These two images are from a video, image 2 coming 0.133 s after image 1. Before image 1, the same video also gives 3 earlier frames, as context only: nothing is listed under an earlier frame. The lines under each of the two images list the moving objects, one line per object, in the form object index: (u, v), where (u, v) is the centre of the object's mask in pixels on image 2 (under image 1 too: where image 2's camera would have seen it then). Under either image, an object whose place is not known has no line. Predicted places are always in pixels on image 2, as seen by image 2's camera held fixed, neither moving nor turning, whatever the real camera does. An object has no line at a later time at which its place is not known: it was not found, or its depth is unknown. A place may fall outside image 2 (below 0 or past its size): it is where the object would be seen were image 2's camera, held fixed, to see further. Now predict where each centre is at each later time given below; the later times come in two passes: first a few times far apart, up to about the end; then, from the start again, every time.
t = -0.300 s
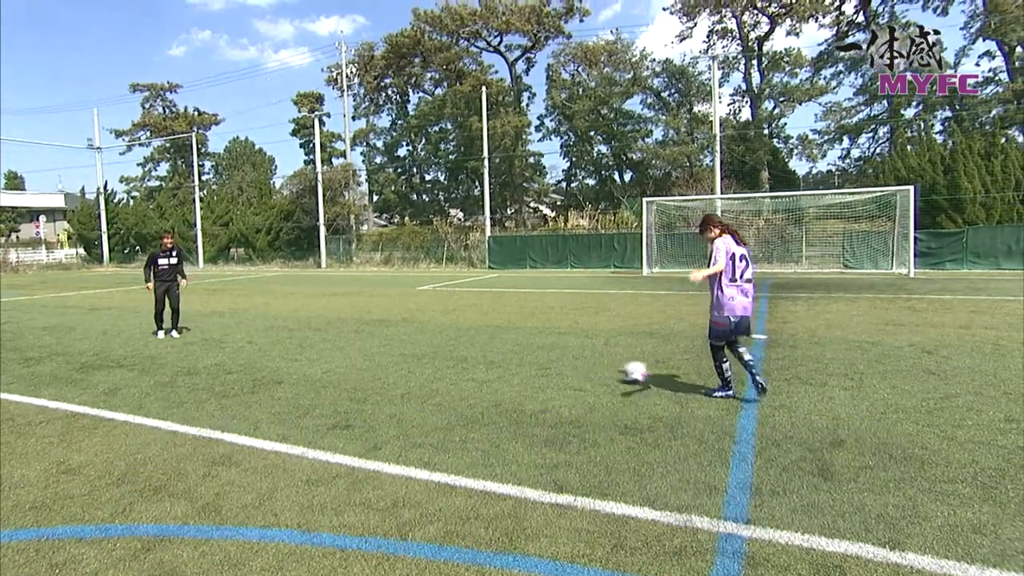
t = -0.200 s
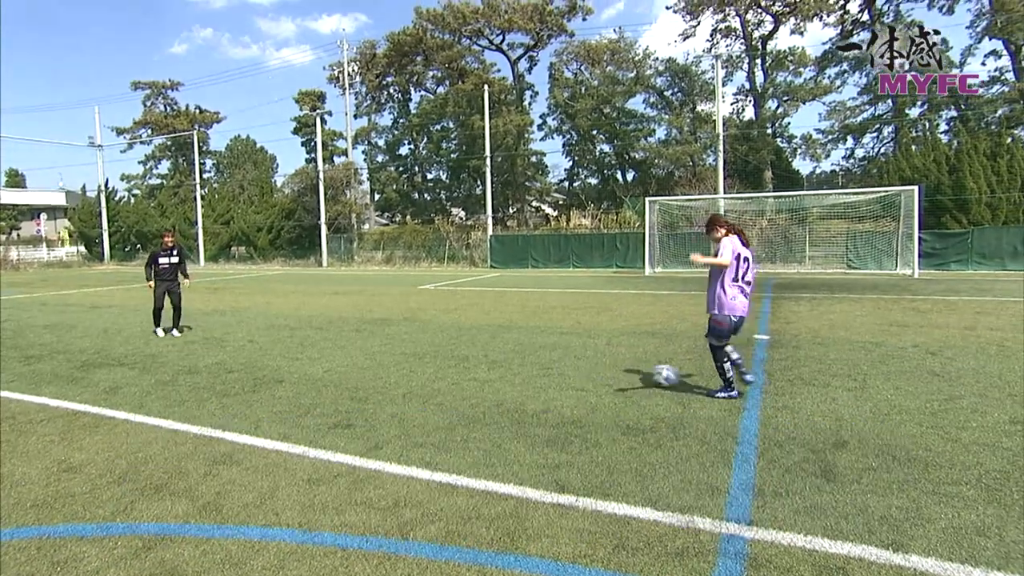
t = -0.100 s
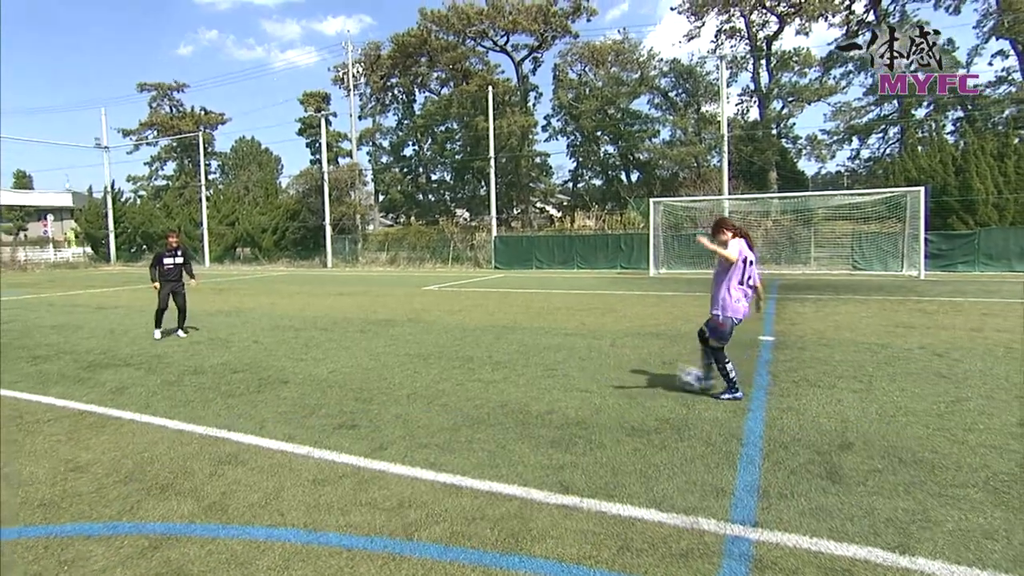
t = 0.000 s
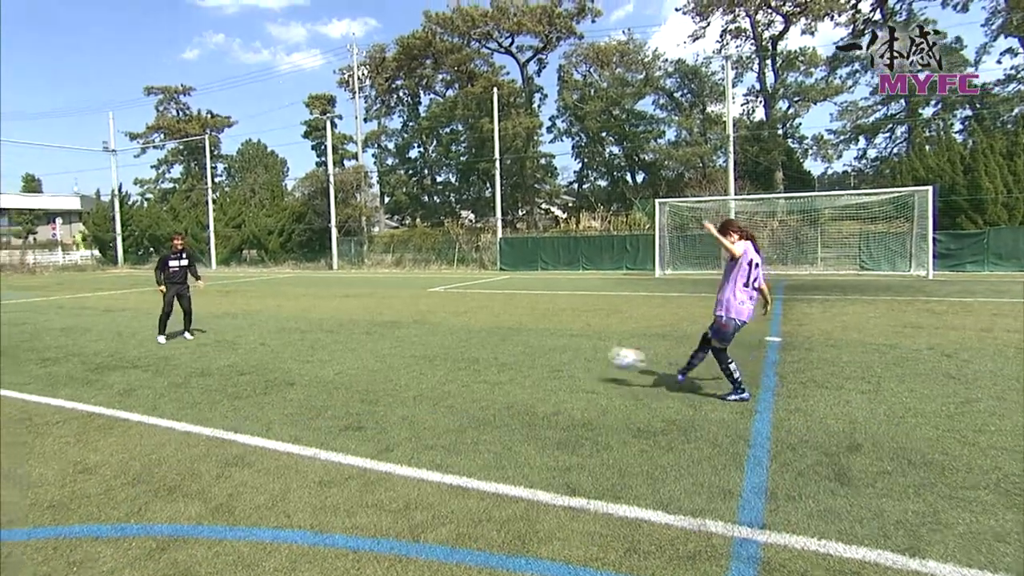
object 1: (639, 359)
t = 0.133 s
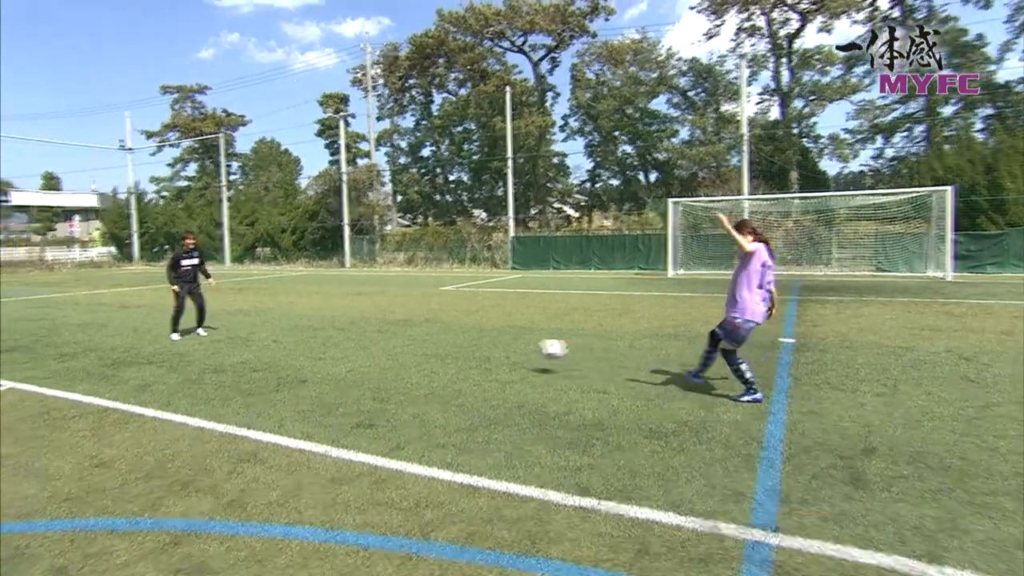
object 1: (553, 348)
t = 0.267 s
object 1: (481, 355)
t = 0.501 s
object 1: (405, 341)
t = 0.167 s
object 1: (534, 348)
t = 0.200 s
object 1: (516, 350)
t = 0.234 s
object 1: (498, 351)
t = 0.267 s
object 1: (481, 355)
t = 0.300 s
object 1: (468, 354)
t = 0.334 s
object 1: (456, 349)
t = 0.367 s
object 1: (445, 345)
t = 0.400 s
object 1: (435, 343)
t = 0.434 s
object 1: (424, 342)
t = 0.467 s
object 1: (415, 342)
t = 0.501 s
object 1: (405, 341)
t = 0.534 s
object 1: (395, 343)
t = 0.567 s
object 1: (387, 345)
